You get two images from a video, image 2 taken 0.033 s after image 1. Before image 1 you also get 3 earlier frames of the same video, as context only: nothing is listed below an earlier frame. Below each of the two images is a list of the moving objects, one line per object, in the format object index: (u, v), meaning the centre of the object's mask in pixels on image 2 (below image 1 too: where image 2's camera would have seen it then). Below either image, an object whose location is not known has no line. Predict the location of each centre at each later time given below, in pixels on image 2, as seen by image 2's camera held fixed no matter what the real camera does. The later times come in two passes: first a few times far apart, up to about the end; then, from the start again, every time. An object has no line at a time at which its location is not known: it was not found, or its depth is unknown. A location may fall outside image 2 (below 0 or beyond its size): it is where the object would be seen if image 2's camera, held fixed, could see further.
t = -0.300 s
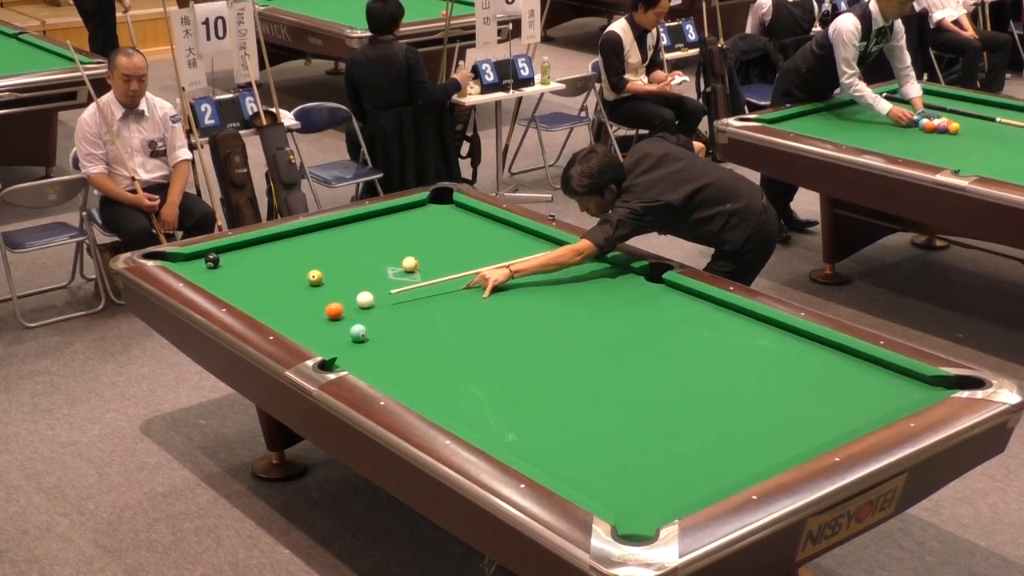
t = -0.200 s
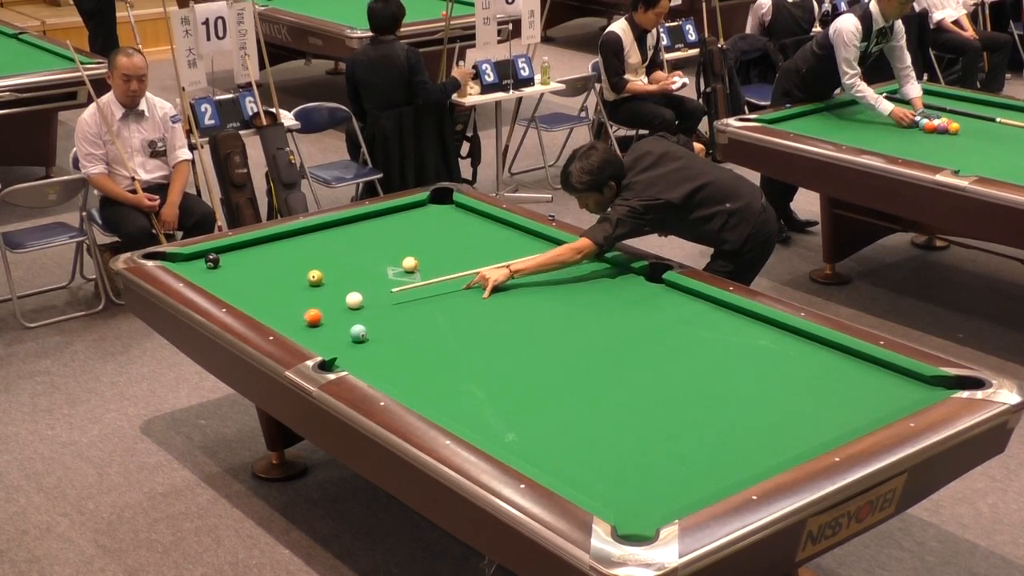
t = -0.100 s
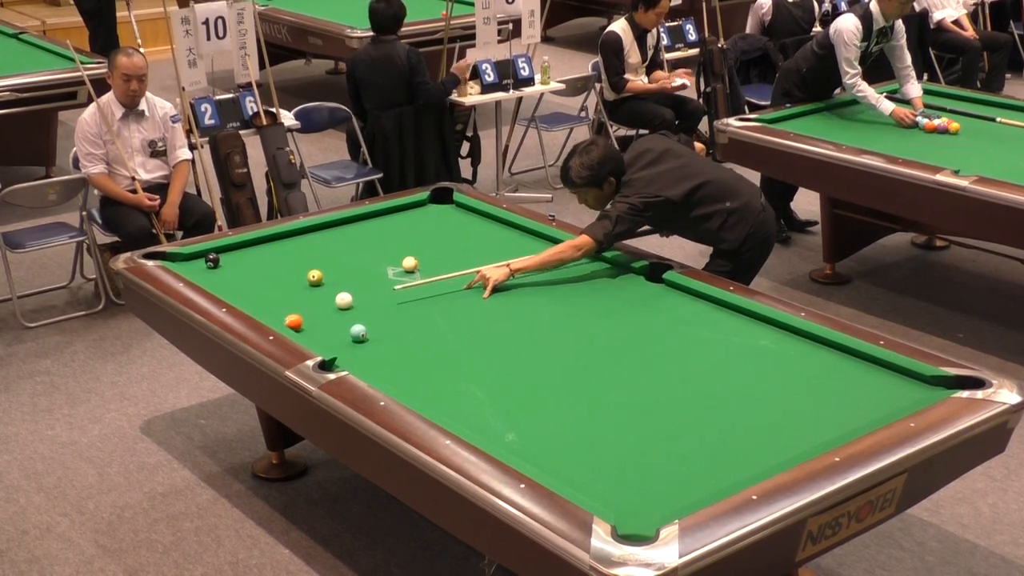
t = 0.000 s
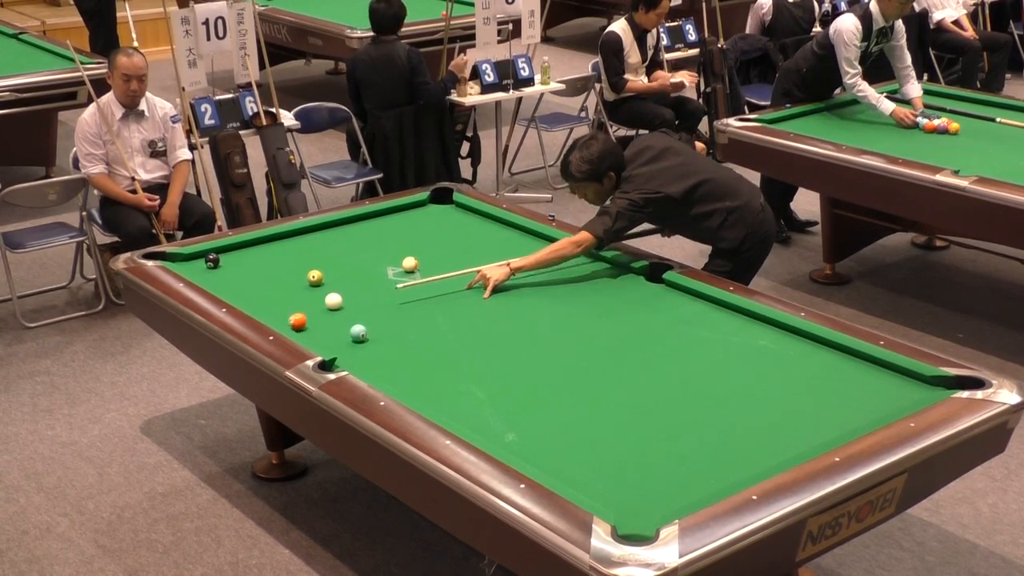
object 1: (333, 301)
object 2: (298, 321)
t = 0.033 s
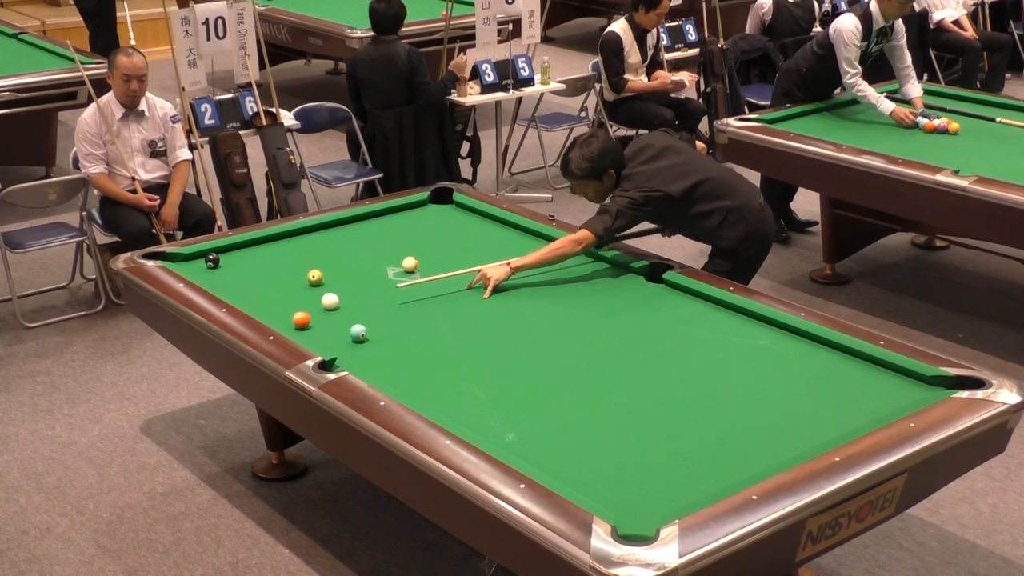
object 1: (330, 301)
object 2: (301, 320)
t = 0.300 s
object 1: (304, 302)
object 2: (330, 311)
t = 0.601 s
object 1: (277, 304)
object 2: (360, 303)
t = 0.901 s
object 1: (255, 303)
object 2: (388, 295)
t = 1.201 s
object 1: (261, 300)
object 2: (413, 288)
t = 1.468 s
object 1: (266, 297)
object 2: (433, 282)
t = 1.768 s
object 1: (271, 295)
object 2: (455, 277)
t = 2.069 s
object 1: (274, 293)
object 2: (475, 272)
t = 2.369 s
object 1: (276, 292)
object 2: (492, 267)
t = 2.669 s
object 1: (276, 292)
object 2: (508, 264)
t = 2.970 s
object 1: (276, 292)
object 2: (523, 261)
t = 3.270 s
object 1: (276, 292)
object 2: (535, 258)
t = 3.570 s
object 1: (276, 292)
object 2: (546, 256)
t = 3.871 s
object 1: (276, 292)
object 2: (555, 254)
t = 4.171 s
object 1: (276, 292)
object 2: (562, 252)
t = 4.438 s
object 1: (276, 292)
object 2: (567, 251)
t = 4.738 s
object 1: (276, 292)
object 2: (570, 250)
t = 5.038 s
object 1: (276, 292)
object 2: (570, 250)
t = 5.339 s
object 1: (276, 292)
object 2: (571, 249)
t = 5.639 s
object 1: (276, 292)
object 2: (571, 249)
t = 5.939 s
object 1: (276, 292)
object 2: (571, 249)
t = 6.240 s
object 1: (276, 292)
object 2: (571, 249)
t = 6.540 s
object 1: (276, 292)
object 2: (571, 249)
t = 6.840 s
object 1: (276, 292)
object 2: (571, 249)
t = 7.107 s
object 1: (276, 292)
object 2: (571, 249)
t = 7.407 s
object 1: (276, 292)
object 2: (571, 249)
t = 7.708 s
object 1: (276, 292)
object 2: (571, 249)
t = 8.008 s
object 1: (276, 292)
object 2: (571, 249)
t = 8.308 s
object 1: (276, 292)
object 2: (571, 249)
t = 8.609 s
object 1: (276, 292)
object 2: (571, 249)
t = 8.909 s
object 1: (276, 292)
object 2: (571, 249)
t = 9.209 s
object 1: (276, 292)
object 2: (571, 249)
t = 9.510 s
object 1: (276, 292)
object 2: (571, 249)
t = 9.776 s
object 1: (276, 292)
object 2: (571, 249)
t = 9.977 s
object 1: (276, 292)
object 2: (571, 249)
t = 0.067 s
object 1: (327, 301)
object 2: (305, 319)
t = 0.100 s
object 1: (323, 301)
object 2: (309, 318)
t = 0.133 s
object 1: (320, 301)
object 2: (312, 317)
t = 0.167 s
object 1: (317, 301)
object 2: (316, 316)
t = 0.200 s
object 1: (313, 301)
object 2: (320, 315)
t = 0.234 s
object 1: (310, 302)
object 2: (323, 314)
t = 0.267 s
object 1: (307, 302)
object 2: (327, 313)
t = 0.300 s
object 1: (304, 302)
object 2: (330, 311)
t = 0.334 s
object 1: (301, 302)
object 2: (334, 310)
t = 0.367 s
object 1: (298, 303)
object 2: (337, 310)
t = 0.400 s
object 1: (295, 303)
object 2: (341, 309)
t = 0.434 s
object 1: (292, 303)
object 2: (344, 308)
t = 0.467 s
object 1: (289, 303)
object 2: (347, 306)
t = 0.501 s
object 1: (286, 303)
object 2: (351, 305)
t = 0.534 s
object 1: (283, 303)
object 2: (354, 304)
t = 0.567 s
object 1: (280, 304)
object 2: (357, 304)
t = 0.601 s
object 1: (277, 304)
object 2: (360, 303)
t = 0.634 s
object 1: (274, 304)
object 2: (364, 302)
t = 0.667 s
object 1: (271, 304)
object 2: (367, 301)
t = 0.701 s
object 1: (268, 304)
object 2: (370, 300)
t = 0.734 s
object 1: (266, 304)
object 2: (373, 299)
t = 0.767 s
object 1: (263, 304)
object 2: (376, 298)
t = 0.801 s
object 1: (260, 304)
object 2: (379, 297)
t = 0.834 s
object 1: (258, 303)
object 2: (382, 296)
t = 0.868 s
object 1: (256, 303)
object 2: (385, 296)
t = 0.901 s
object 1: (255, 303)
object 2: (388, 295)
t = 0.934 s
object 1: (256, 302)
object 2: (391, 294)
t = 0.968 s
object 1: (257, 302)
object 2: (393, 293)
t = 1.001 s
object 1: (258, 302)
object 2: (396, 292)
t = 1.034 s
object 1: (258, 302)
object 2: (399, 291)
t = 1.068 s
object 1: (259, 302)
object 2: (402, 291)
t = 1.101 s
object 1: (260, 301)
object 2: (405, 290)
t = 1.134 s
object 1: (260, 301)
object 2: (408, 289)
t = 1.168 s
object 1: (261, 301)
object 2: (410, 289)
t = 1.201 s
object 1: (261, 300)
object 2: (413, 288)
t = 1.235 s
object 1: (262, 300)
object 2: (416, 287)
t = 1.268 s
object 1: (263, 299)
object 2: (418, 286)
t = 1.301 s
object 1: (263, 299)
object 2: (421, 286)
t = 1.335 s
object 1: (264, 299)
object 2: (423, 285)
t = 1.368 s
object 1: (265, 298)
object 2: (426, 284)
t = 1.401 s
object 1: (265, 298)
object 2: (429, 284)
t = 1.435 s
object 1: (266, 298)
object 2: (431, 283)
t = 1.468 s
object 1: (266, 297)
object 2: (433, 282)
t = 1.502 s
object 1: (266, 297)
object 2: (436, 281)
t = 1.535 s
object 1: (267, 297)
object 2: (439, 281)
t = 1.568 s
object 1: (268, 297)
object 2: (441, 280)
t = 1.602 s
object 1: (268, 296)
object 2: (443, 280)
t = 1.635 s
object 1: (269, 296)
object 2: (445, 279)
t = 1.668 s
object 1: (269, 296)
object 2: (448, 279)
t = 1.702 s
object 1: (270, 295)
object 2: (450, 278)
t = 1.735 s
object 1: (270, 295)
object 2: (452, 277)
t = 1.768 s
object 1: (271, 295)
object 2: (455, 277)
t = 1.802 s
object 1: (271, 295)
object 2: (457, 276)
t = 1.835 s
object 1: (272, 294)
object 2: (459, 275)
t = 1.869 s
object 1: (272, 294)
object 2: (462, 275)
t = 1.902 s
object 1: (272, 294)
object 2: (464, 274)
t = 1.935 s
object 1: (273, 294)
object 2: (466, 274)
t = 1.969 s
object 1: (273, 294)
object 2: (468, 273)
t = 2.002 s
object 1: (273, 293)
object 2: (470, 273)
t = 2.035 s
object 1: (274, 293)
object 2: (473, 272)
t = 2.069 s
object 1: (274, 293)
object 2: (475, 272)
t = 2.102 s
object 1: (274, 293)
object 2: (477, 271)
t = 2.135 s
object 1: (274, 293)
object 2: (478, 271)
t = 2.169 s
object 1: (275, 293)
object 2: (481, 270)
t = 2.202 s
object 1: (275, 292)
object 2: (483, 270)
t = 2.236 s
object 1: (275, 292)
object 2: (485, 269)
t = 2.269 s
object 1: (275, 292)
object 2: (487, 269)
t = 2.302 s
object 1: (275, 292)
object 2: (488, 269)
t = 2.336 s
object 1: (276, 292)
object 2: (490, 268)
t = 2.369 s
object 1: (276, 292)
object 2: (492, 267)
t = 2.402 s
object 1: (276, 292)
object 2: (494, 267)
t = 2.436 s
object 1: (276, 292)
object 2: (496, 267)
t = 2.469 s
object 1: (276, 292)
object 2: (498, 266)
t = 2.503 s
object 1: (276, 292)
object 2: (500, 266)
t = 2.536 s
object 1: (277, 292)
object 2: (502, 265)
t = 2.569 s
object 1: (277, 292)
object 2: (503, 265)
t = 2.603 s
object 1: (276, 292)
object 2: (505, 265)
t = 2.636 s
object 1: (276, 292)
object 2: (507, 264)
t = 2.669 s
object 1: (276, 292)
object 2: (508, 264)
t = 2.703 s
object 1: (277, 292)
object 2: (510, 264)
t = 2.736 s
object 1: (277, 292)
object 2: (512, 263)
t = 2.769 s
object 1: (276, 292)
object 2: (513, 263)
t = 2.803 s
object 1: (276, 292)
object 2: (515, 263)
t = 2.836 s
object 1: (276, 292)
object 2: (516, 262)
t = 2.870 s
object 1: (276, 292)
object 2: (519, 262)
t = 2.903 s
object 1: (276, 292)
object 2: (520, 262)
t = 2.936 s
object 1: (276, 292)
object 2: (521, 261)
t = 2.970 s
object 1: (276, 292)
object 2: (523, 261)
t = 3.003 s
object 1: (276, 292)
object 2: (524, 260)
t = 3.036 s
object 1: (276, 292)
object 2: (526, 260)
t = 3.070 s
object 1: (276, 292)
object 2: (527, 260)
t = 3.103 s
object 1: (276, 292)
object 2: (529, 260)
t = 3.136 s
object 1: (276, 292)
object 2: (530, 259)
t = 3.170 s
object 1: (276, 292)
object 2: (531, 259)
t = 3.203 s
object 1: (276, 292)
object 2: (533, 259)
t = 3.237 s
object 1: (276, 292)
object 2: (534, 258)
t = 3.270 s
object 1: (276, 292)
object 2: (535, 258)
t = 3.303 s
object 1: (276, 292)
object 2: (537, 258)
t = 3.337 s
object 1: (276, 292)
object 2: (538, 258)
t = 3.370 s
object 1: (276, 292)
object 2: (539, 258)
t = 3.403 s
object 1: (276, 292)
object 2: (540, 257)
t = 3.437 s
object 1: (276, 292)
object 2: (541, 257)
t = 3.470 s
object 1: (276, 292)
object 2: (543, 257)
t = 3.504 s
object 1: (276, 292)
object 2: (544, 256)
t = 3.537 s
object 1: (276, 292)
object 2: (545, 256)
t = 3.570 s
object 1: (276, 292)
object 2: (546, 256)
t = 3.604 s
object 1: (276, 292)
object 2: (547, 256)
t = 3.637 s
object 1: (276, 292)
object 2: (548, 255)
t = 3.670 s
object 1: (276, 292)
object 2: (549, 255)
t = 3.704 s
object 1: (276, 292)
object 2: (550, 255)
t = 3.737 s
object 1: (276, 292)
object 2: (551, 255)
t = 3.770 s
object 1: (276, 292)
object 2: (552, 254)
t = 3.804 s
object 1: (276, 292)
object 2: (553, 254)
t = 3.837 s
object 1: (276, 292)
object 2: (554, 254)
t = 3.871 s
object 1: (276, 292)
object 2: (555, 254)
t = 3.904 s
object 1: (276, 292)
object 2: (556, 254)
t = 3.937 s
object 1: (276, 292)
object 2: (557, 253)
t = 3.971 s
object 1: (276, 292)
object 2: (557, 253)
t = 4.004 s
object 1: (276, 292)
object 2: (558, 253)
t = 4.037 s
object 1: (276, 292)
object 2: (559, 253)
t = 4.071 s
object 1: (276, 292)
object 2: (560, 253)
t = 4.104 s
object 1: (276, 292)
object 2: (561, 252)
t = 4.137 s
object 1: (276, 292)
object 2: (561, 252)
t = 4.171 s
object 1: (276, 292)
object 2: (562, 252)
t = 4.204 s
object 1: (276, 292)
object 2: (562, 252)
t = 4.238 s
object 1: (276, 292)
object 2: (563, 252)
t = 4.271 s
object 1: (276, 292)
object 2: (564, 252)
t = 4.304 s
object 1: (276, 292)
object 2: (565, 252)
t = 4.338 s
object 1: (276, 292)
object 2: (565, 252)
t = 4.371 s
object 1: (276, 292)
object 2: (566, 251)
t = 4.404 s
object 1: (276, 292)
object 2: (566, 251)
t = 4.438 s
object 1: (276, 292)
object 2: (567, 251)
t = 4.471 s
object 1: (276, 292)
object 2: (567, 251)
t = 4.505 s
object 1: (276, 292)
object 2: (567, 251)
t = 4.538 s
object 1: (276, 292)
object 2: (568, 251)
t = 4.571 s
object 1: (276, 292)
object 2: (568, 251)
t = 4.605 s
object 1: (276, 292)
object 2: (569, 250)
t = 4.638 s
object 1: (276, 292)
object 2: (569, 250)
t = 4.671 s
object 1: (276, 292)
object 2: (569, 250)
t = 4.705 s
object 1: (276, 292)
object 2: (569, 250)
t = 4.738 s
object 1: (276, 292)
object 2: (570, 250)
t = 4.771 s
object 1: (276, 292)
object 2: (570, 250)
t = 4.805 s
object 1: (276, 292)
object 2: (570, 250)
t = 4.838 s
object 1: (276, 292)
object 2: (570, 250)
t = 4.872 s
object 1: (276, 292)
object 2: (570, 250)
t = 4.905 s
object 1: (276, 292)
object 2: (570, 250)
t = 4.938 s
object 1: (276, 292)
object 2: (570, 250)
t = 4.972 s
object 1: (276, 292)
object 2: (571, 250)
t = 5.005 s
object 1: (276, 292)
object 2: (571, 249)
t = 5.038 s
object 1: (276, 292)
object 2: (570, 250)
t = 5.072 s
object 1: (276, 292)
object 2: (571, 249)
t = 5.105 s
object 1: (276, 292)
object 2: (571, 249)
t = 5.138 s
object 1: (276, 292)
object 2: (571, 249)
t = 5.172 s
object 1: (276, 292)
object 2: (571, 249)
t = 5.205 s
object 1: (276, 292)
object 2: (571, 249)
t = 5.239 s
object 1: (276, 292)
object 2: (571, 249)
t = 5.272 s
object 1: (276, 292)
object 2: (571, 249)
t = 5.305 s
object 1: (276, 292)
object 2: (571, 249)
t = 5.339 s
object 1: (276, 292)
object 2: (571, 249)
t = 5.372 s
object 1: (276, 292)
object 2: (571, 249)
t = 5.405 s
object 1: (276, 292)
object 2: (571, 249)
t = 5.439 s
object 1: (276, 292)
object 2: (571, 249)
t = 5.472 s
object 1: (276, 292)
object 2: (571, 249)
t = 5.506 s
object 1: (276, 292)
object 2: (571, 249)
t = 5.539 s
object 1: (276, 292)
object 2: (571, 249)
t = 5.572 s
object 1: (276, 292)
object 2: (571, 249)
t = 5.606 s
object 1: (276, 292)
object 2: (571, 249)
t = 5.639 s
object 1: (276, 292)
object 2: (571, 249)
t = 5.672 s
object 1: (276, 292)
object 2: (571, 249)
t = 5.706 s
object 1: (276, 292)
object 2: (571, 249)
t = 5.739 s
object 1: (276, 292)
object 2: (571, 249)
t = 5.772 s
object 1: (276, 292)
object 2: (571, 249)
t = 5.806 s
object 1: (276, 292)
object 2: (571, 249)
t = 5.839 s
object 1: (276, 292)
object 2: (571, 249)
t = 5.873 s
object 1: (276, 292)
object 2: (571, 249)
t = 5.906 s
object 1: (276, 292)
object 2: (571, 249)
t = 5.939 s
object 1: (276, 292)
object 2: (571, 249)
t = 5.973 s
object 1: (276, 292)
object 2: (571, 249)
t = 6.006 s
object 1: (276, 292)
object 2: (571, 249)
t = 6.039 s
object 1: (276, 292)
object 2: (571, 249)
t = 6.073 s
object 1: (276, 292)
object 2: (571, 249)
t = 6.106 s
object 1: (276, 292)
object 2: (571, 249)
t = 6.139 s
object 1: (276, 292)
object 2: (571, 249)
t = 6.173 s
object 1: (276, 292)
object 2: (571, 249)
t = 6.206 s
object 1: (276, 292)
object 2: (571, 249)
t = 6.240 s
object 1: (276, 292)
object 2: (571, 249)
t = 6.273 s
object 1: (276, 292)
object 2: (571, 249)
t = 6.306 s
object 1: (276, 292)
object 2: (571, 249)
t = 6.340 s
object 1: (276, 292)
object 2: (571, 249)
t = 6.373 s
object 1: (276, 292)
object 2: (571, 249)
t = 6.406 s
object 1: (276, 292)
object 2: (571, 249)
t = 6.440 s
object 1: (276, 292)
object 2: (571, 249)
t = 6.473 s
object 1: (276, 292)
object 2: (571, 249)
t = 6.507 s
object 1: (276, 292)
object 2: (571, 249)
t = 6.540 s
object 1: (276, 292)
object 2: (571, 249)
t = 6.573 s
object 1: (276, 292)
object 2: (571, 249)
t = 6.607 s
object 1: (276, 292)
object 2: (571, 249)
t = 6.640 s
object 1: (276, 292)
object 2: (571, 249)
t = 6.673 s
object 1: (276, 292)
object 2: (571, 249)
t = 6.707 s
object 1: (276, 292)
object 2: (571, 249)
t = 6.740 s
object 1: (276, 292)
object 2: (571, 249)
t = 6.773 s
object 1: (276, 292)
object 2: (571, 249)
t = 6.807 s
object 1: (276, 292)
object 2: (571, 249)
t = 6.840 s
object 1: (276, 292)
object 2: (571, 249)
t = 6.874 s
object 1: (276, 292)
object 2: (571, 249)
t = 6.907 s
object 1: (276, 292)
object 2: (571, 249)
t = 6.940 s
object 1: (276, 292)
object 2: (571, 249)
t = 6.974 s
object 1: (276, 292)
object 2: (571, 249)
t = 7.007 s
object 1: (276, 292)
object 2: (571, 249)
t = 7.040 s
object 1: (276, 292)
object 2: (571, 249)
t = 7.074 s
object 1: (276, 292)
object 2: (571, 249)
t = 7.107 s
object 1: (276, 292)
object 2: (571, 249)
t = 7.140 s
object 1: (276, 292)
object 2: (571, 249)
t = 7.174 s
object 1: (276, 292)
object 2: (571, 249)
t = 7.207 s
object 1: (276, 292)
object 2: (571, 249)
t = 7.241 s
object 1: (276, 292)
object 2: (571, 249)
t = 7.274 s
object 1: (276, 292)
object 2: (571, 249)
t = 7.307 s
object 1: (276, 292)
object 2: (571, 249)
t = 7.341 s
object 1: (276, 292)
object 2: (571, 249)
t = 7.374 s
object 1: (276, 292)
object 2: (571, 249)
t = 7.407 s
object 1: (276, 292)
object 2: (571, 249)
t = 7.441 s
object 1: (276, 292)
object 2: (571, 249)
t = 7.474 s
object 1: (276, 292)
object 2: (571, 249)
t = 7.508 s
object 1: (276, 292)
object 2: (571, 249)
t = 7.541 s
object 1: (276, 292)
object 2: (571, 249)
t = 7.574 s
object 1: (276, 292)
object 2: (571, 249)
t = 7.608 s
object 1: (276, 292)
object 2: (571, 249)
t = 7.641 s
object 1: (276, 292)
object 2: (571, 249)
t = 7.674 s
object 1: (276, 292)
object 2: (571, 249)
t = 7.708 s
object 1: (276, 292)
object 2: (571, 249)
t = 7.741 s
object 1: (276, 292)
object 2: (571, 249)
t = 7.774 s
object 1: (276, 292)
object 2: (571, 249)
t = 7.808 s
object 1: (276, 292)
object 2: (571, 249)
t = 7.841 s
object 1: (276, 292)
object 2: (571, 249)
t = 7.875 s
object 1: (276, 292)
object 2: (571, 249)
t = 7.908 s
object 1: (276, 292)
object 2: (571, 249)
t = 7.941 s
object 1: (276, 292)
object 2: (571, 249)
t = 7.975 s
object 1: (276, 292)
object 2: (571, 249)
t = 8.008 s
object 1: (276, 292)
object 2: (571, 249)
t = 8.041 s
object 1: (276, 292)
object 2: (571, 249)
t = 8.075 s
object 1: (276, 292)
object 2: (571, 249)
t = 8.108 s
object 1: (276, 292)
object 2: (571, 249)
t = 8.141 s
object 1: (276, 292)
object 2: (571, 249)
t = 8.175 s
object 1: (276, 292)
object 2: (571, 249)
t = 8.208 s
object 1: (276, 292)
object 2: (571, 249)
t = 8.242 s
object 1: (276, 292)
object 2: (571, 249)
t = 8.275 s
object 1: (276, 292)
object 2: (571, 249)
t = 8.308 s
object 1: (276, 292)
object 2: (571, 249)
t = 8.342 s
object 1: (276, 292)
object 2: (571, 249)
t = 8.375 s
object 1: (276, 292)
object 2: (571, 249)
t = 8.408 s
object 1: (276, 292)
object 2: (571, 249)
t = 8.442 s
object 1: (276, 292)
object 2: (571, 249)
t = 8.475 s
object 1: (276, 292)
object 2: (571, 249)
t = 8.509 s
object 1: (276, 292)
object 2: (571, 249)
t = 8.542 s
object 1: (276, 292)
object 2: (571, 249)
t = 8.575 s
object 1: (276, 292)
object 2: (571, 249)
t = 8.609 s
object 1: (276, 292)
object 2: (571, 249)
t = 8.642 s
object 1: (276, 292)
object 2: (571, 249)
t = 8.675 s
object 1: (276, 292)
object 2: (571, 249)
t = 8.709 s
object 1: (276, 292)
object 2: (571, 249)
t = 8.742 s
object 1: (276, 292)
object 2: (571, 249)
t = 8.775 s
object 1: (276, 292)
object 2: (571, 249)
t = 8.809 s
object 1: (276, 292)
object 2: (571, 249)
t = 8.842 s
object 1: (276, 292)
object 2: (571, 249)
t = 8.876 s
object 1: (276, 292)
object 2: (571, 249)
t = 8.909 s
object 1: (276, 292)
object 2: (571, 249)
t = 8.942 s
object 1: (276, 292)
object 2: (571, 249)
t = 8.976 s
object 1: (276, 292)
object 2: (571, 249)
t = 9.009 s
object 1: (276, 292)
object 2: (571, 249)
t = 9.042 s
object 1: (276, 292)
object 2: (571, 249)
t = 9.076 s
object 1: (276, 292)
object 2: (571, 249)
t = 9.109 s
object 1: (276, 292)
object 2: (571, 249)
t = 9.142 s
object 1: (276, 292)
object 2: (571, 249)
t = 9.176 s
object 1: (276, 292)
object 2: (571, 249)
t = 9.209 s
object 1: (276, 292)
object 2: (571, 249)
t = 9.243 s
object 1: (276, 292)
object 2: (571, 249)
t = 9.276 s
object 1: (276, 292)
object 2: (571, 249)
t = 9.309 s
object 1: (276, 292)
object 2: (571, 249)
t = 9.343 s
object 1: (276, 292)
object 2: (571, 249)
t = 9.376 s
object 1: (276, 292)
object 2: (571, 249)
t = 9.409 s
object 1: (276, 292)
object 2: (571, 249)
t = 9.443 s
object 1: (276, 292)
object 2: (571, 249)
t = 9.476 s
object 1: (276, 292)
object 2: (571, 249)
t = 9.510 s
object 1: (276, 292)
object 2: (571, 249)
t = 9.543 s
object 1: (276, 292)
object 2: (571, 249)
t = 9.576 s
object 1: (276, 292)
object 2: (571, 249)
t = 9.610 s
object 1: (276, 292)
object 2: (571, 249)
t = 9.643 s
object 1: (276, 292)
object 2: (571, 249)
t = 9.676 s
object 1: (276, 292)
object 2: (571, 249)
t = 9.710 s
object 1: (276, 292)
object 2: (571, 249)
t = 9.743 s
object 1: (276, 292)
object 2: (571, 249)
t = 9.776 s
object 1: (276, 292)
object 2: (571, 249)
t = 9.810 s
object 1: (276, 292)
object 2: (571, 249)
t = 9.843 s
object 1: (276, 292)
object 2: (571, 249)
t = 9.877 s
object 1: (276, 292)
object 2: (571, 249)
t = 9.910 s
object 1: (276, 292)
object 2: (571, 249)
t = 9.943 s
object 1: (276, 292)
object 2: (571, 249)
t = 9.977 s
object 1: (276, 292)
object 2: (571, 249)
